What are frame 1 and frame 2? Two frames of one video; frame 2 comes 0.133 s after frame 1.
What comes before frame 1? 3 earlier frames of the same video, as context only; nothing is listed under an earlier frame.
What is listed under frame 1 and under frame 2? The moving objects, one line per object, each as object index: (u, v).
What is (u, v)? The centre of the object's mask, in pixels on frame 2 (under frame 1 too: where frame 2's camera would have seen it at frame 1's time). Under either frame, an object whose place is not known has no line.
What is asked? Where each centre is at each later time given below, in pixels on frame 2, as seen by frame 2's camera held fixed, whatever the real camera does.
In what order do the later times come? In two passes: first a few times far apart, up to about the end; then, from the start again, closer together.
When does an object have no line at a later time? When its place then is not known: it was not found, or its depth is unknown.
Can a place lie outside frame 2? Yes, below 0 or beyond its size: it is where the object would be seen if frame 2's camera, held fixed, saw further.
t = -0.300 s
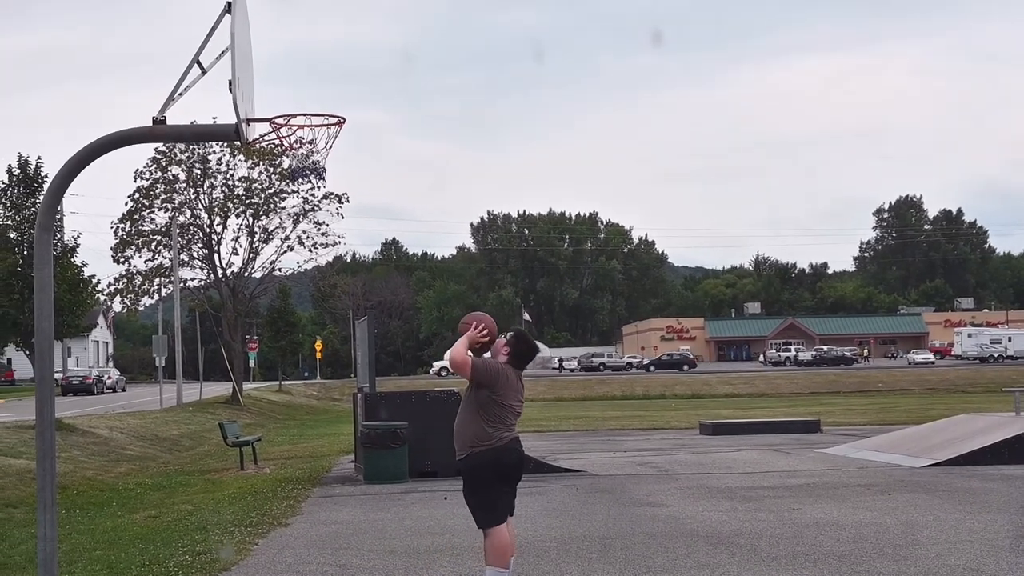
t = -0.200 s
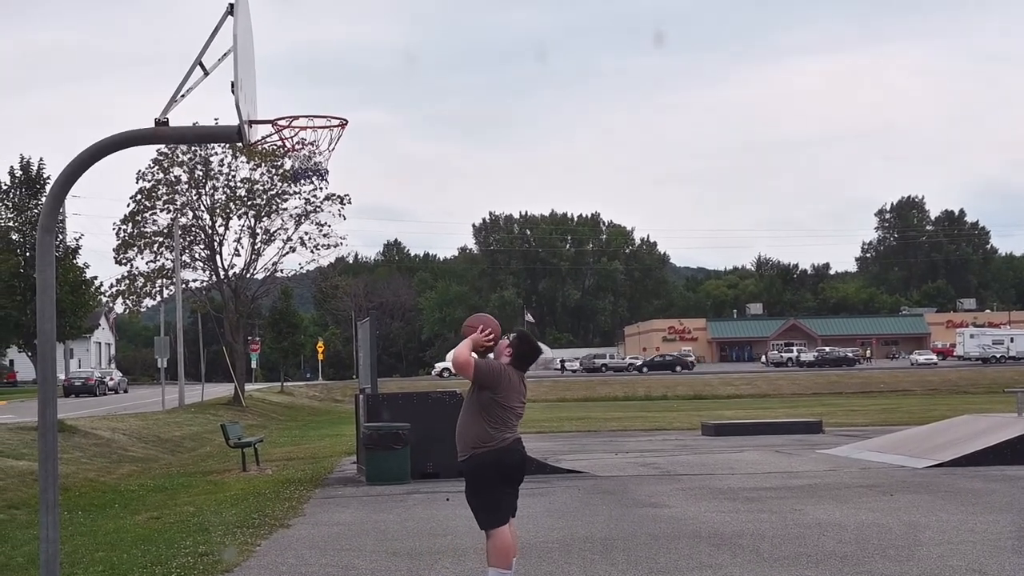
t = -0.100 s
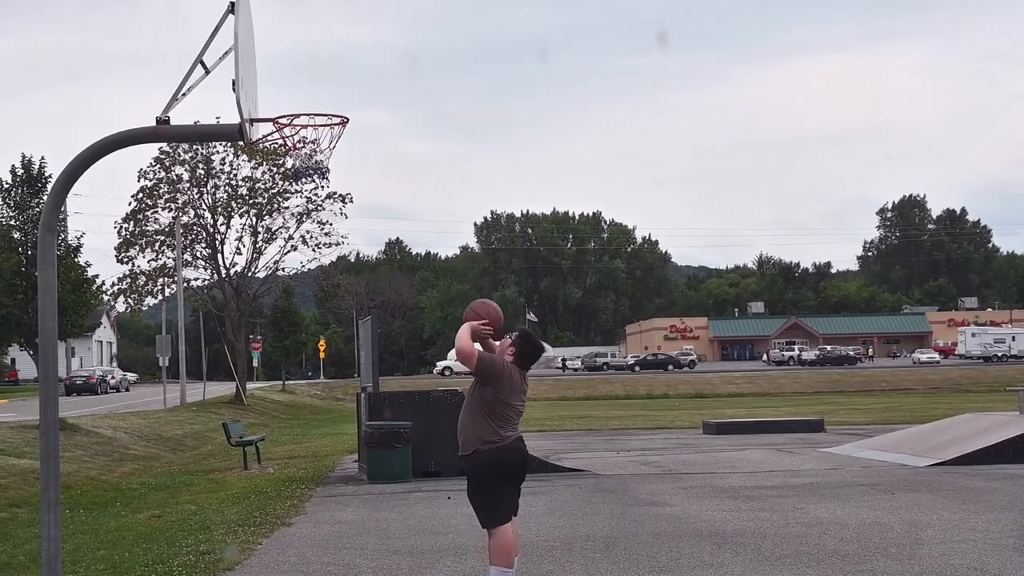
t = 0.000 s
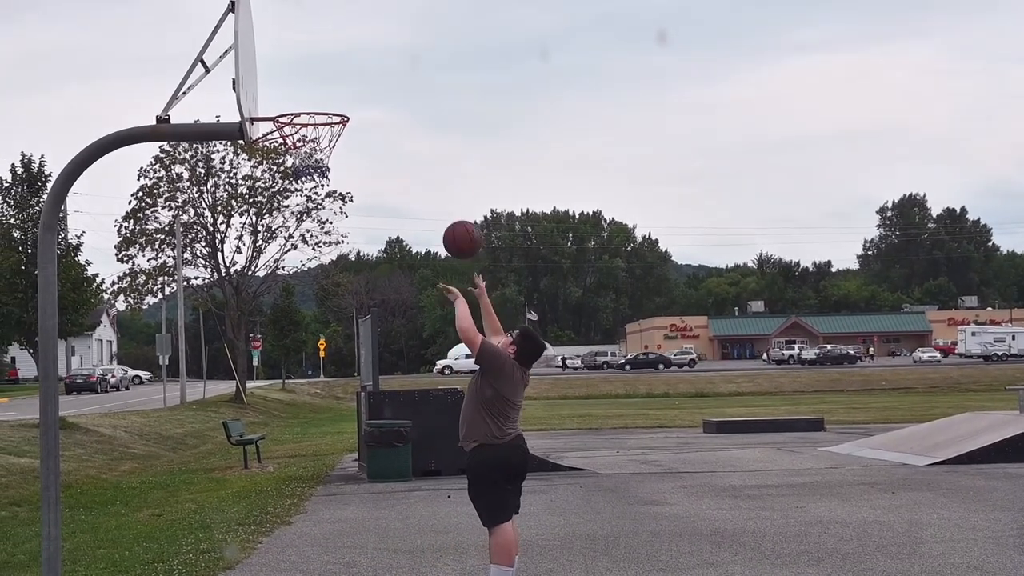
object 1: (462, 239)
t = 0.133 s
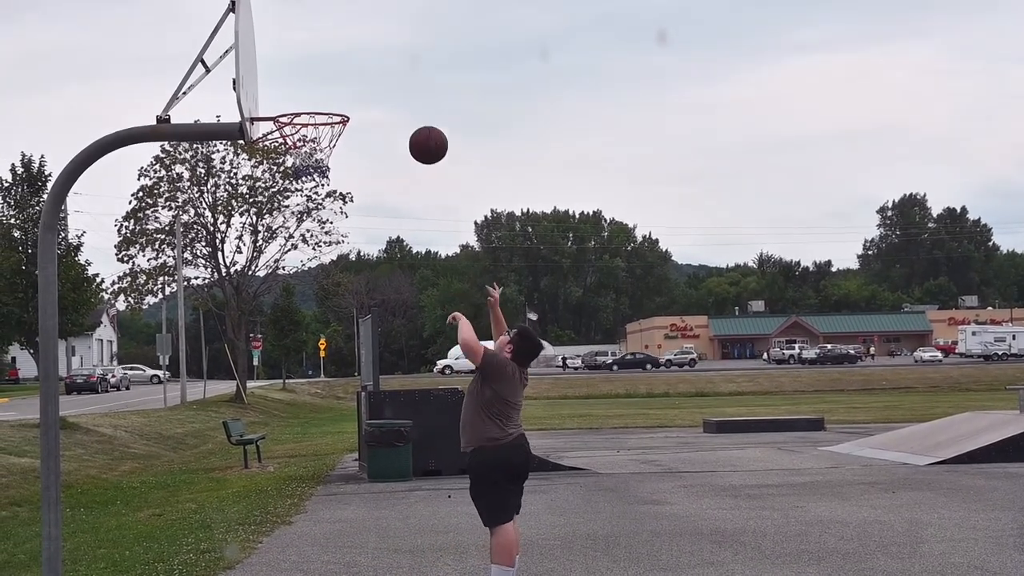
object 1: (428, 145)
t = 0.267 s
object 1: (395, 81)
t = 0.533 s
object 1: (334, 39)
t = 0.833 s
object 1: (282, 93)
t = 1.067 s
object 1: (298, 52)
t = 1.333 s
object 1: (319, 106)
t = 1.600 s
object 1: (314, 228)
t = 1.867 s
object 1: (310, 450)
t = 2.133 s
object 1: (296, 453)
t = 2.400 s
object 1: (275, 320)
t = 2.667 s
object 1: (260, 297)
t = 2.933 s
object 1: (248, 377)
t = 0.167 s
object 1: (420, 126)
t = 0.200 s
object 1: (411, 110)
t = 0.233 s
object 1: (403, 95)
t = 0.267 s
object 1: (395, 81)
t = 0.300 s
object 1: (387, 70)
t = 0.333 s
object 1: (379, 60)
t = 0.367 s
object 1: (371, 52)
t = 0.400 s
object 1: (364, 46)
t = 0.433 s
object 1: (356, 41)
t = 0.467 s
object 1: (349, 39)
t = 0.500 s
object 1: (341, 38)
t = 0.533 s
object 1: (334, 39)
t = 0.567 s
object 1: (327, 41)
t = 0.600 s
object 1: (320, 45)
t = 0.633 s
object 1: (313, 51)
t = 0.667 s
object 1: (306, 58)
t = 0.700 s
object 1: (299, 67)
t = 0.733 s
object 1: (293, 77)
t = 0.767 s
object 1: (286, 90)
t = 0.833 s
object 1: (282, 93)
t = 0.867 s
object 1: (284, 82)
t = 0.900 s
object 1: (286, 73)
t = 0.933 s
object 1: (288, 65)
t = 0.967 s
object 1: (291, 59)
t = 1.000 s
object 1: (293, 55)
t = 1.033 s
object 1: (296, 52)
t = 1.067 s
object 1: (298, 52)
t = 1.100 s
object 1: (301, 53)
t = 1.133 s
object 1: (303, 55)
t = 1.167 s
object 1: (306, 60)
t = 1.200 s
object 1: (308, 65)
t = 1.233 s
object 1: (311, 73)
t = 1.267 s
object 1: (314, 82)
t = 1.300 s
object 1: (316, 93)
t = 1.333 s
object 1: (319, 106)
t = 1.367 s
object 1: (321, 119)
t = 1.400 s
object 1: (320, 131)
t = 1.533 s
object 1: (316, 190)
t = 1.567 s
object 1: (315, 208)
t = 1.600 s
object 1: (314, 228)
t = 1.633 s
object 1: (314, 249)
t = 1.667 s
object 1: (313, 272)
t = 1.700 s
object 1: (312, 297)
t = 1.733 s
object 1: (311, 323)
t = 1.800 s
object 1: (311, 383)
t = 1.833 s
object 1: (310, 416)
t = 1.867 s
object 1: (310, 450)
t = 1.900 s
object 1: (310, 484)
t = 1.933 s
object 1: (310, 521)
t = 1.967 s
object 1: (310, 558)
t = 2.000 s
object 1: (309, 560)
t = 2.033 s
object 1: (306, 531)
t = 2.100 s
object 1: (299, 477)
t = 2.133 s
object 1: (296, 453)
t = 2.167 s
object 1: (293, 430)
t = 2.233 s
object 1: (287, 391)
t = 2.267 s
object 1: (284, 373)
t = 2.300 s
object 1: (282, 357)
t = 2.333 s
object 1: (281, 342)
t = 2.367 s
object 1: (277, 331)
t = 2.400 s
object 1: (275, 320)
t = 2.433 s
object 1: (273, 311)
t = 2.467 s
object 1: (271, 305)
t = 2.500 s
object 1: (269, 299)
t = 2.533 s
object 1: (268, 297)
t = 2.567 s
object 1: (265, 295)
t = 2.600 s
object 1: (263, 294)
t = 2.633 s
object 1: (261, 295)
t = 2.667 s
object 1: (260, 297)
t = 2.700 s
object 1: (258, 302)
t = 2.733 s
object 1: (257, 306)
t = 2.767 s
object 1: (255, 314)
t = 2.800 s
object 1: (254, 324)
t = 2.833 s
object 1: (252, 335)
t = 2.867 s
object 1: (251, 347)
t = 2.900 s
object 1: (249, 361)
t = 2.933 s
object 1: (248, 377)
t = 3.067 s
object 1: (244, 457)
